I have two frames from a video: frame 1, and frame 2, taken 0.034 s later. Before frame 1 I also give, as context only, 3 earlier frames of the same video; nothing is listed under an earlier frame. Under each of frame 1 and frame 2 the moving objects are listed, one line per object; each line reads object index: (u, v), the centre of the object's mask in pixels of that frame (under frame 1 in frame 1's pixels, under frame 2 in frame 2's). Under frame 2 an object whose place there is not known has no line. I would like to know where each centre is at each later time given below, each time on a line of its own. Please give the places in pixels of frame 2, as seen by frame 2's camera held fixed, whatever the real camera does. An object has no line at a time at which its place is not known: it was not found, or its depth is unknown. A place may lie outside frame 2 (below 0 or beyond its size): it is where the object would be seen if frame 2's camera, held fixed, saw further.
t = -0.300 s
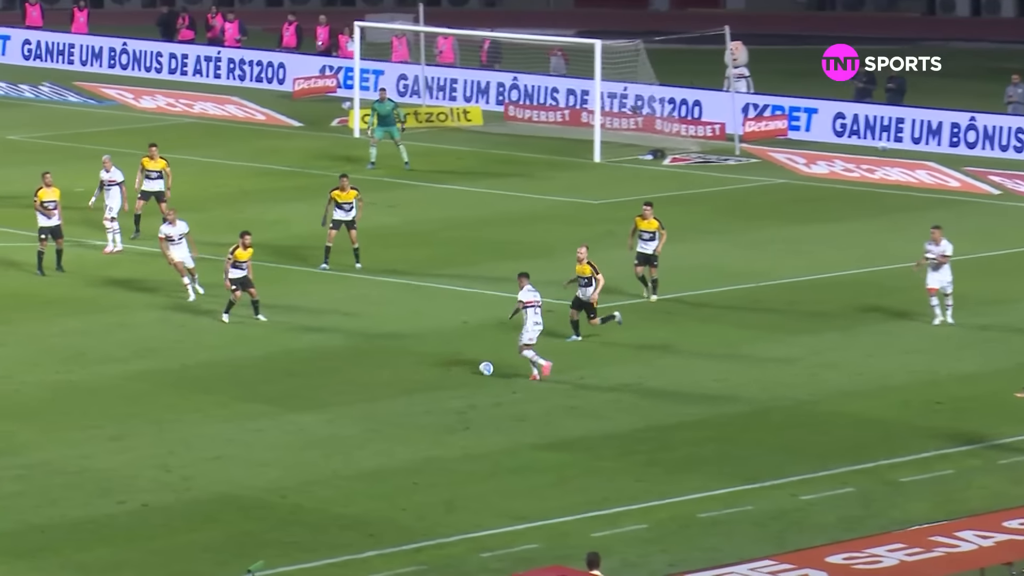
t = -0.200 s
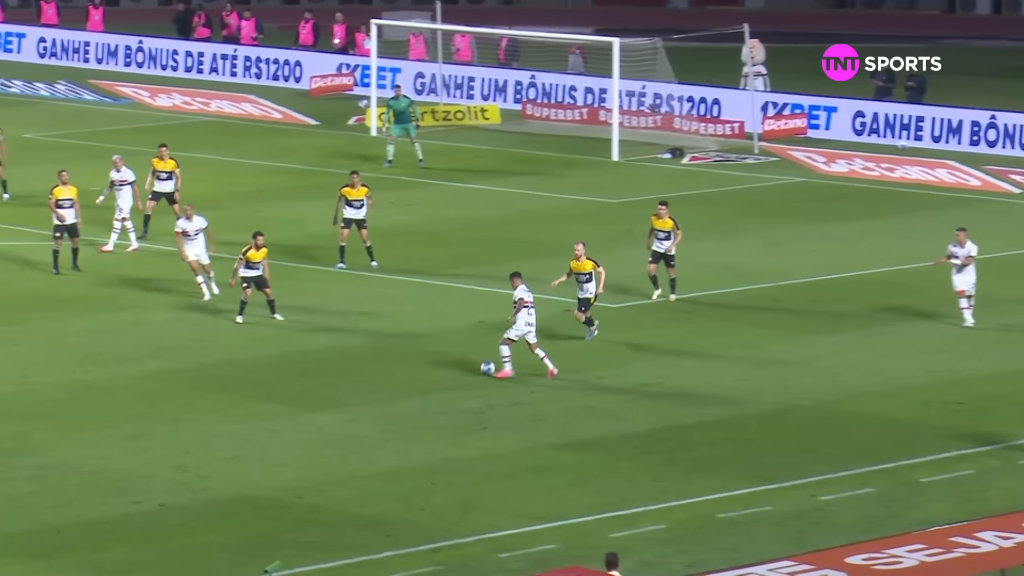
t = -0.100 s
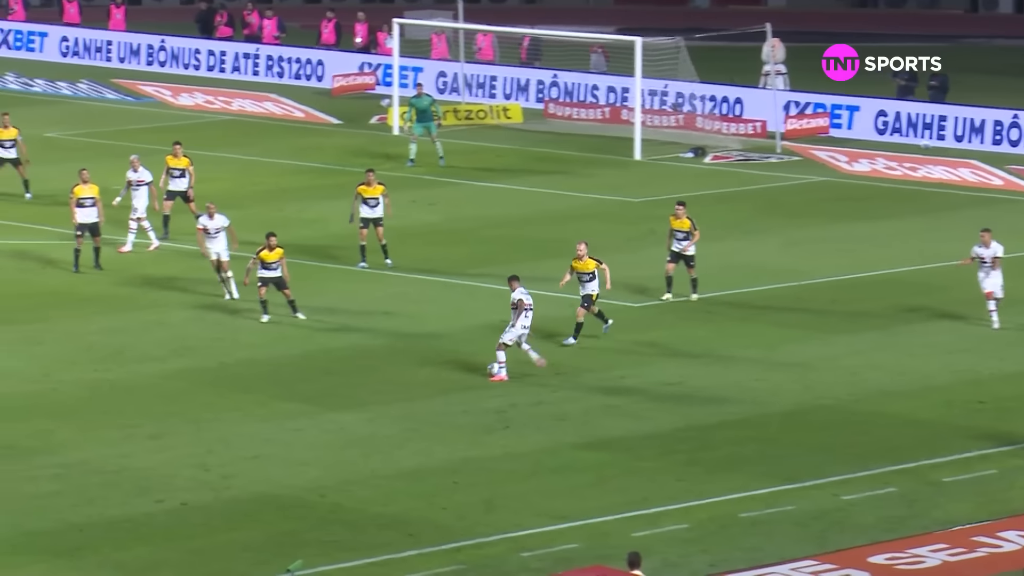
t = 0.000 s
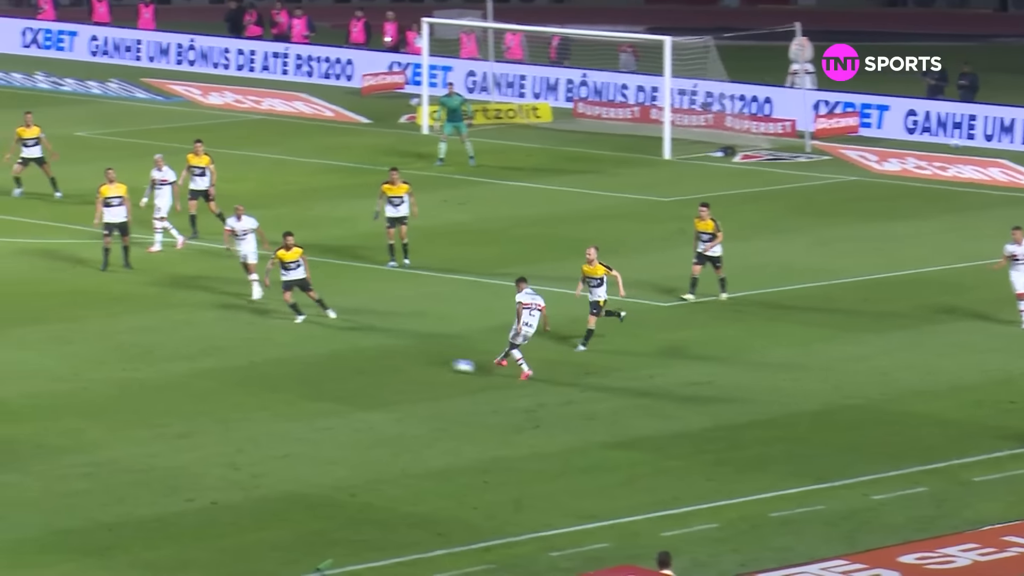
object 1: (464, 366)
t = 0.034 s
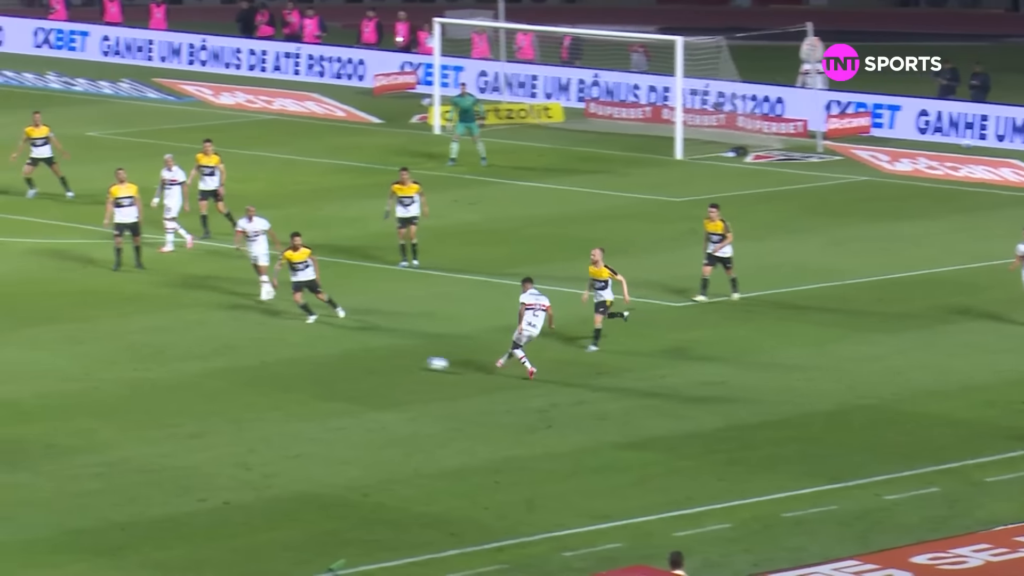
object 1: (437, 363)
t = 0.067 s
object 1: (401, 362)
